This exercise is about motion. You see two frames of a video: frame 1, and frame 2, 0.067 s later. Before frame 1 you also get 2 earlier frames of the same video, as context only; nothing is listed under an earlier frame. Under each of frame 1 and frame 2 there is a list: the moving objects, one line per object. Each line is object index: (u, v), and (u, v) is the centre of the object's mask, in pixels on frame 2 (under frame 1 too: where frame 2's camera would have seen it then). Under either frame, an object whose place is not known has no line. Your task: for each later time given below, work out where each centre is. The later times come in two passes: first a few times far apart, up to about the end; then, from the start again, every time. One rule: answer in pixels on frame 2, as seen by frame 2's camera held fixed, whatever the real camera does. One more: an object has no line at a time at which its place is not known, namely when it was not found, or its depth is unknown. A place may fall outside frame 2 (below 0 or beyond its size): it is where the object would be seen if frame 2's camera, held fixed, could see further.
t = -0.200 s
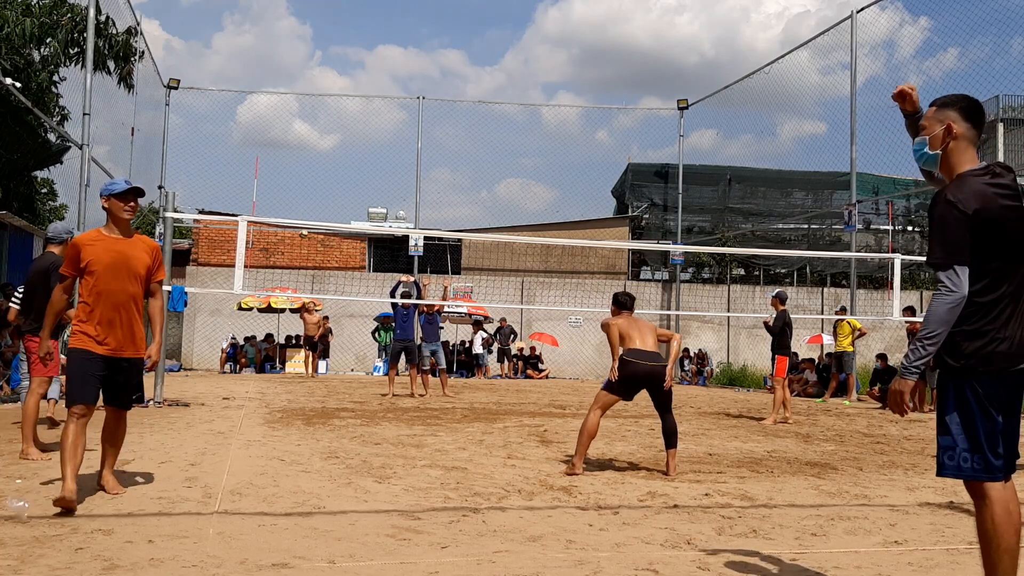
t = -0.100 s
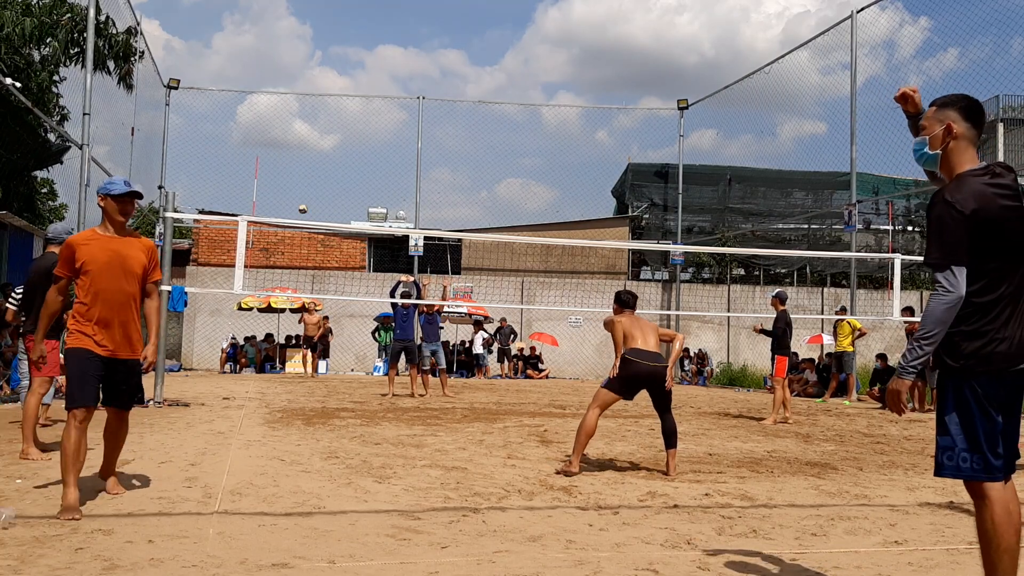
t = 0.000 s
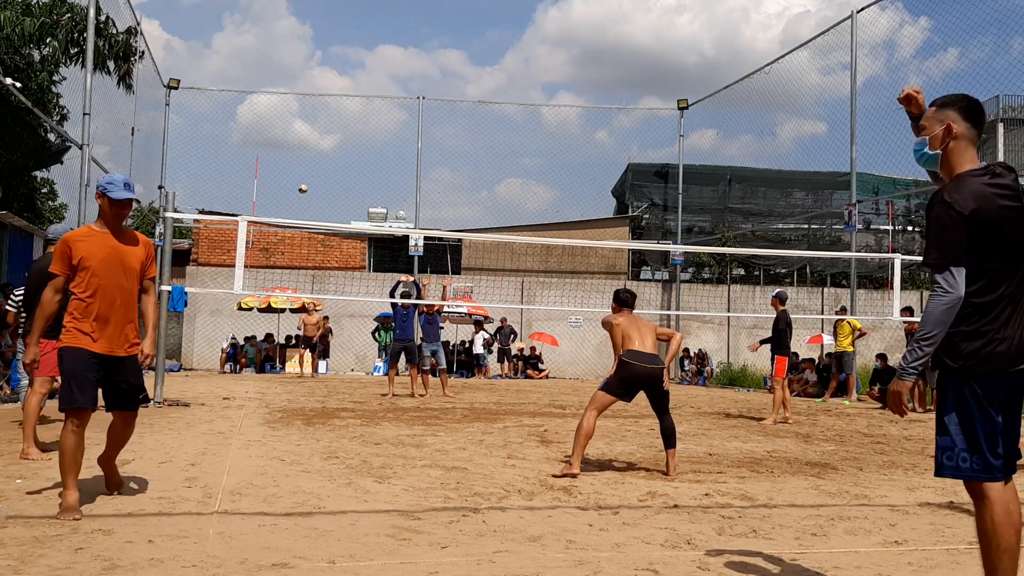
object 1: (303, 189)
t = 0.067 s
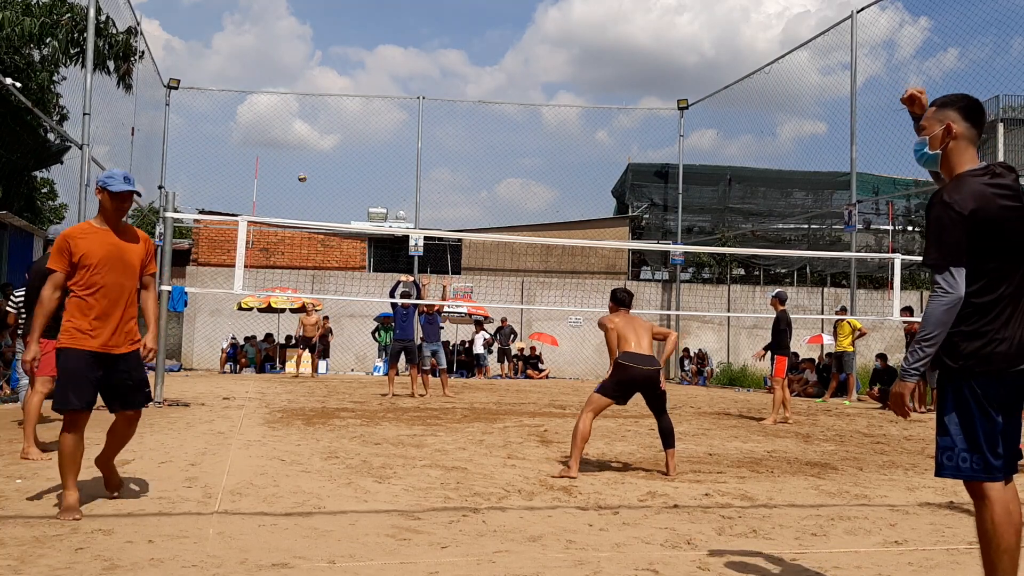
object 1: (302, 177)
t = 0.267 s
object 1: (300, 155)
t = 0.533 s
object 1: (296, 151)
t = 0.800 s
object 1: (290, 176)
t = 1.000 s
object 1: (285, 215)
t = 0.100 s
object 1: (302, 172)
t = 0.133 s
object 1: (302, 167)
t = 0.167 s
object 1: (302, 164)
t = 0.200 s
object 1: (301, 160)
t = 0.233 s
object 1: (301, 157)
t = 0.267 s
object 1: (300, 155)
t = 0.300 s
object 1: (300, 152)
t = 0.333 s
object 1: (299, 151)
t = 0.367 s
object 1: (299, 150)
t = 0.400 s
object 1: (299, 149)
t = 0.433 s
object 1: (298, 149)
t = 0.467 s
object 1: (297, 149)
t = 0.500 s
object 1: (297, 150)
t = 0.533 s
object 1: (296, 151)
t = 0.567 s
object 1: (296, 152)
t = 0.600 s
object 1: (295, 154)
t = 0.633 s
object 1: (294, 157)
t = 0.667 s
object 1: (294, 159)
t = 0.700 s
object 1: (293, 163)
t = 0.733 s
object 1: (292, 167)
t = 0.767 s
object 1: (291, 171)
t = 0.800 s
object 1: (290, 176)
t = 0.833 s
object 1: (289, 181)
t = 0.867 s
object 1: (289, 187)
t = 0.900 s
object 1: (288, 193)
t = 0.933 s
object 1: (287, 200)
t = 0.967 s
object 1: (286, 208)
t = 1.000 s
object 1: (285, 215)
